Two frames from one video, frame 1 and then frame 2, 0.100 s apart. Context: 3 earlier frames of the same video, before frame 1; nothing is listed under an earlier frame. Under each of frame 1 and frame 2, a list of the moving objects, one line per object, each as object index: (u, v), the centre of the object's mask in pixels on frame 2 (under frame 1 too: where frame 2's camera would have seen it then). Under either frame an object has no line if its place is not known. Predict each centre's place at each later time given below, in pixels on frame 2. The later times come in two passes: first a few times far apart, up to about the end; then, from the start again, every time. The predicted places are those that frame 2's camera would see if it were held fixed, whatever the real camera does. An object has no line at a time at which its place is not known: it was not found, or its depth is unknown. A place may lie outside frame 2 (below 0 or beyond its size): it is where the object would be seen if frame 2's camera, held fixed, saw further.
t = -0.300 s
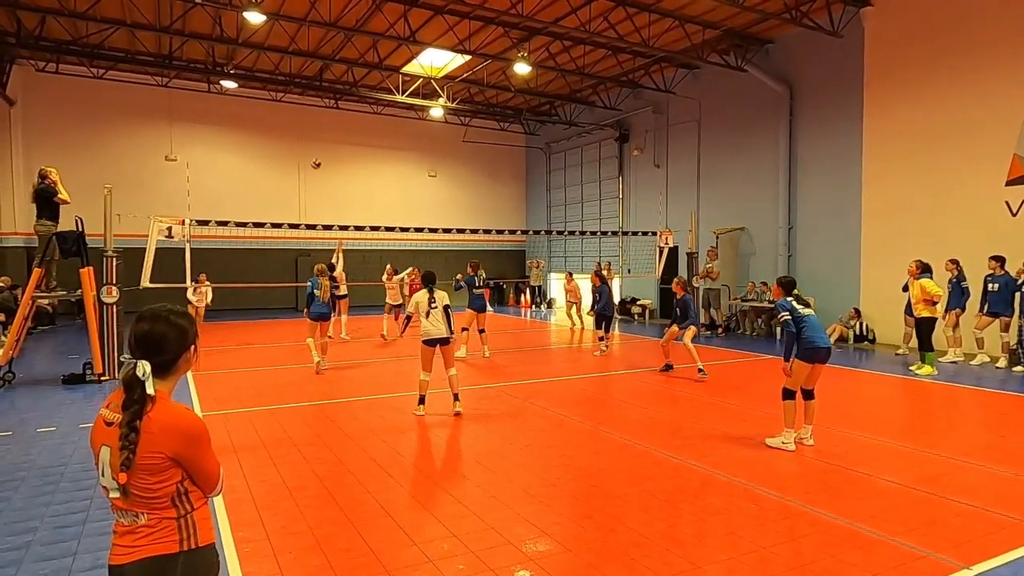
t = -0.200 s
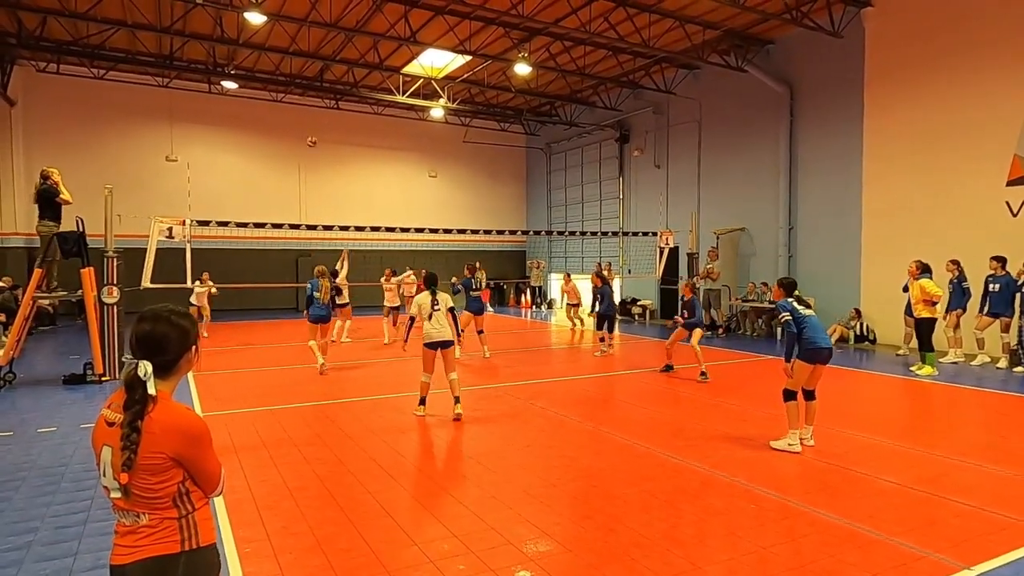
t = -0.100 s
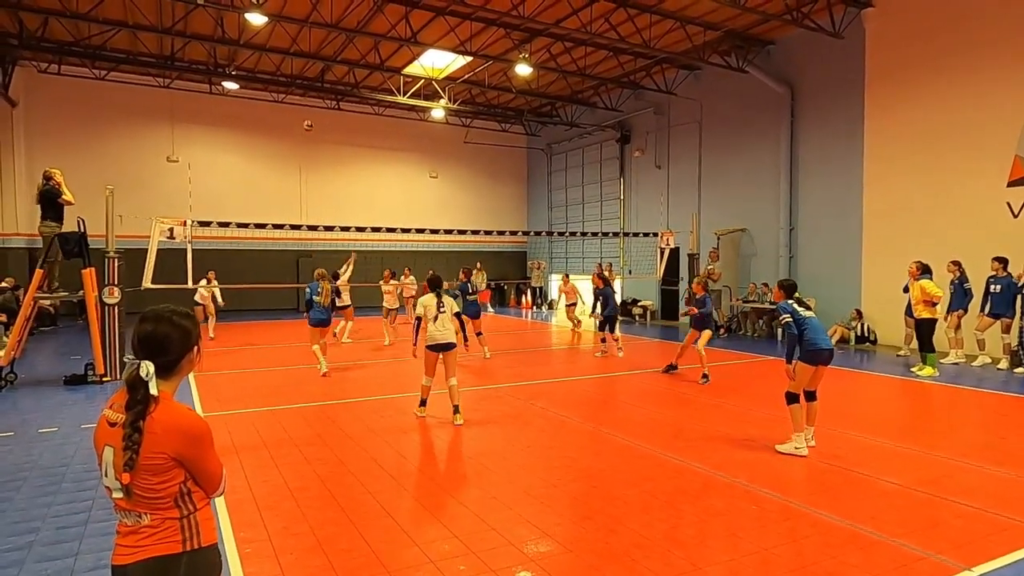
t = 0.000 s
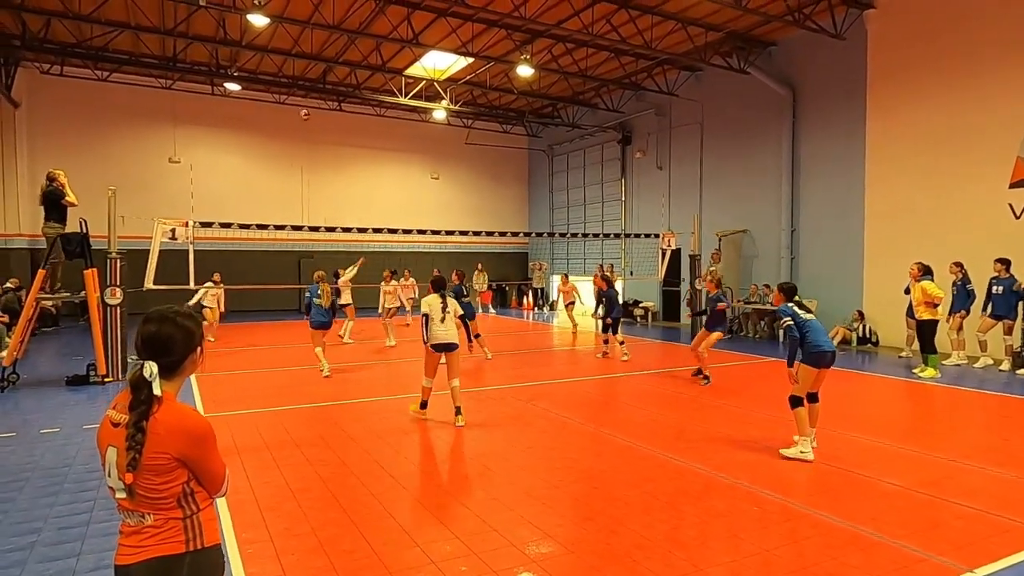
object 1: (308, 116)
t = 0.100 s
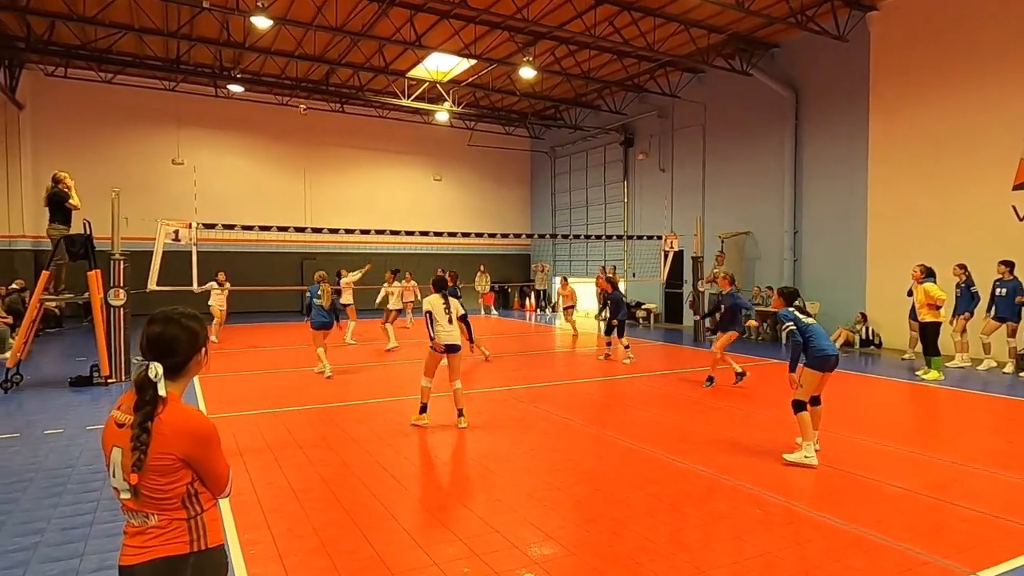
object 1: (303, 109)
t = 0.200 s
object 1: (299, 108)
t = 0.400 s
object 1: (290, 121)
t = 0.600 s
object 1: (282, 155)
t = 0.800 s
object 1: (275, 208)
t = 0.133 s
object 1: (301, 109)
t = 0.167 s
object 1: (300, 108)
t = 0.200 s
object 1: (299, 108)
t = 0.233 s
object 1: (297, 109)
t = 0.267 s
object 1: (296, 110)
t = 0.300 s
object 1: (294, 112)
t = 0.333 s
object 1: (293, 114)
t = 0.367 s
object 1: (291, 117)
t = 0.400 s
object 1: (290, 121)
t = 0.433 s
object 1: (289, 125)
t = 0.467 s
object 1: (287, 129)
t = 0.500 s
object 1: (286, 135)
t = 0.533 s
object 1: (285, 141)
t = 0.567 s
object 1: (284, 147)
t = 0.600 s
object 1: (282, 155)
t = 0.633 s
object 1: (280, 162)
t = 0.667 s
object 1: (279, 170)
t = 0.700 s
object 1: (278, 179)
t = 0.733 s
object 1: (277, 188)
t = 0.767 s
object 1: (276, 198)
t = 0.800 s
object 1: (275, 208)
